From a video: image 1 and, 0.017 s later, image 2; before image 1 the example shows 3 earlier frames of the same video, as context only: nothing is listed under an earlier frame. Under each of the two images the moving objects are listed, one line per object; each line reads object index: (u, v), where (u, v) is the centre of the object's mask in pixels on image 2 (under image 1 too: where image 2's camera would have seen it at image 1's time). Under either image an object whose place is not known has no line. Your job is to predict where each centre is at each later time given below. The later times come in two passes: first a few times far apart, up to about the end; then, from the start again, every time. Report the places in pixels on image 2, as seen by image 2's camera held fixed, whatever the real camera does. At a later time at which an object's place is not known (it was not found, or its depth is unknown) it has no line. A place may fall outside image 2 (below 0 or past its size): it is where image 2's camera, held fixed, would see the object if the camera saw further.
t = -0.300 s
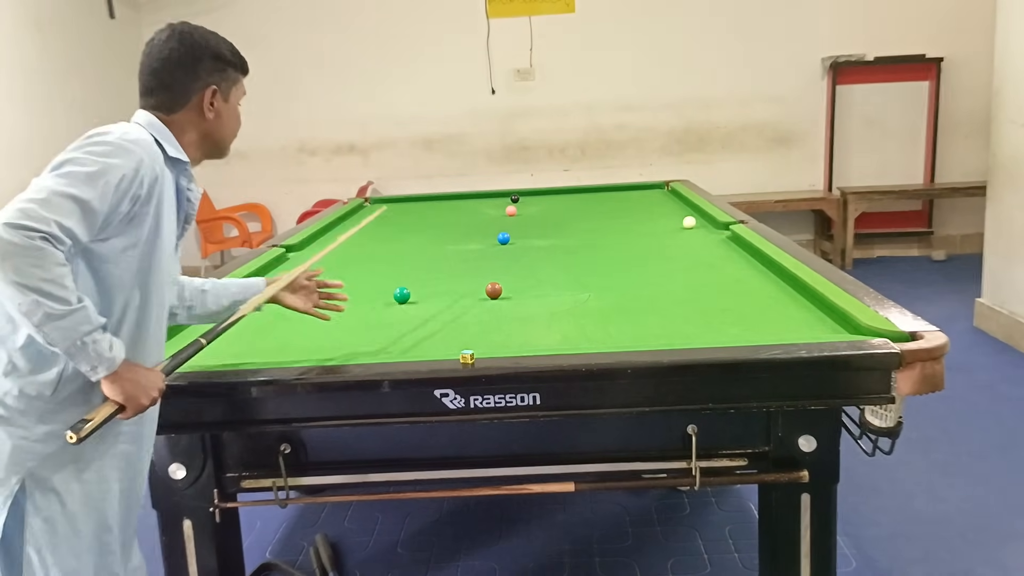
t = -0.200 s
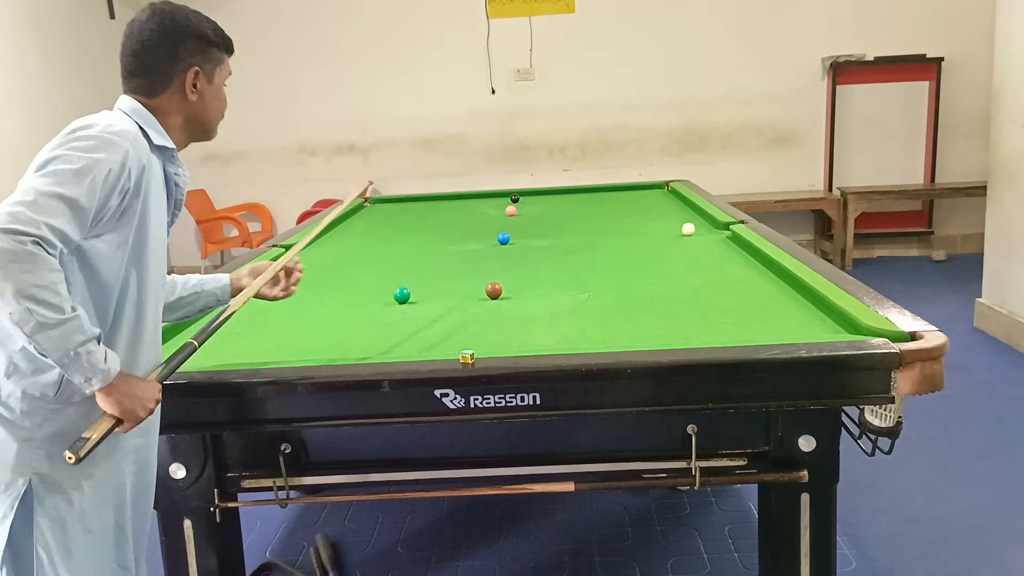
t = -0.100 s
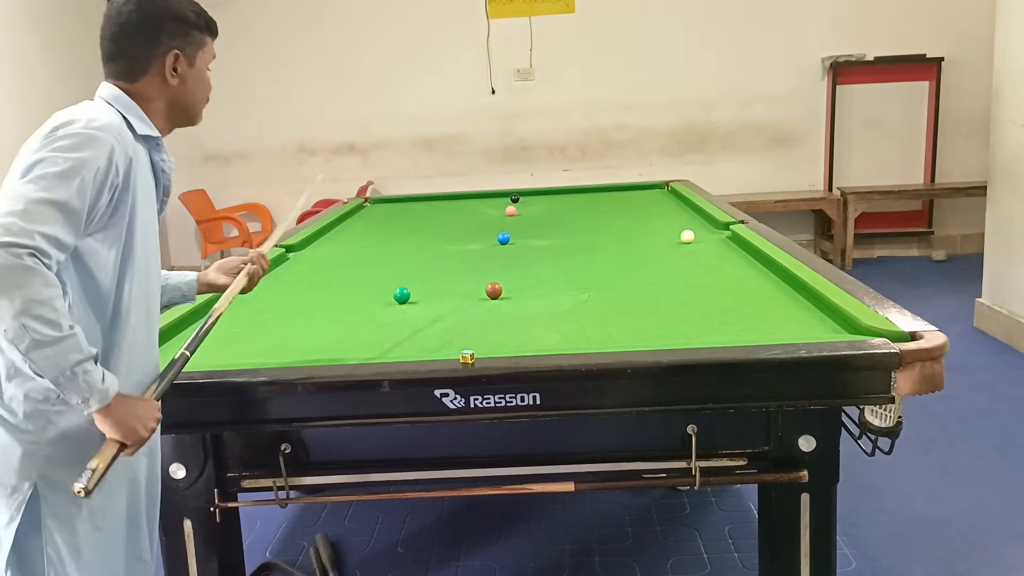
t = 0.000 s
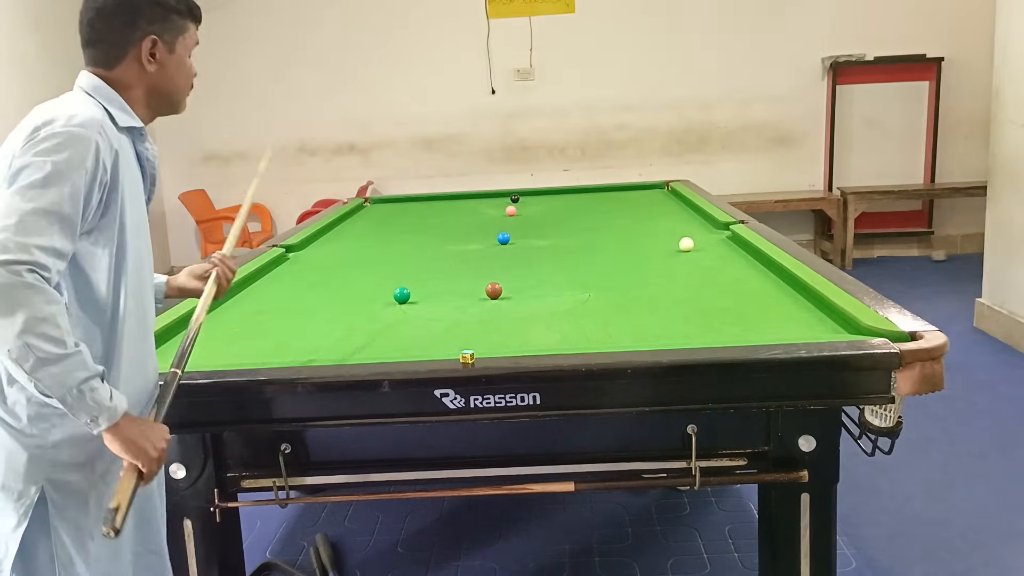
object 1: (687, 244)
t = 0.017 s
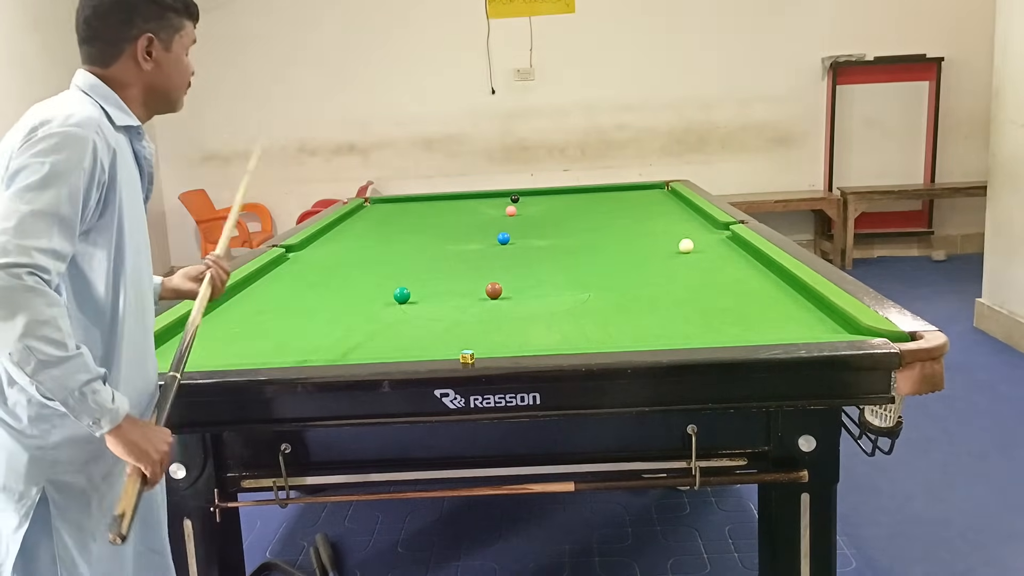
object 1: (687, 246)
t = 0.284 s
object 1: (683, 271)
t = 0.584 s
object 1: (678, 311)
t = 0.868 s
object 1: (647, 331)
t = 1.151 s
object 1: (587, 303)
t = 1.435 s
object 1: (541, 282)
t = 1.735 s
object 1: (504, 264)
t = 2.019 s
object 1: (476, 251)
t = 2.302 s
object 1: (452, 240)
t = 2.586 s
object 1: (433, 231)
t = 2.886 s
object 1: (415, 223)
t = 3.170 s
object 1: (401, 216)
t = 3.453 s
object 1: (389, 211)
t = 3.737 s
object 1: (379, 206)
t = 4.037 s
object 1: (369, 201)
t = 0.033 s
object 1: (686, 247)
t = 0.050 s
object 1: (686, 248)
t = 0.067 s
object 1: (686, 250)
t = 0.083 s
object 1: (686, 251)
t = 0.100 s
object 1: (686, 253)
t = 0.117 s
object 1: (686, 254)
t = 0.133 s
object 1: (685, 256)
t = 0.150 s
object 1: (685, 258)
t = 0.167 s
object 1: (685, 259)
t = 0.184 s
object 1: (685, 261)
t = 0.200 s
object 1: (684, 263)
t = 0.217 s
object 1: (684, 264)
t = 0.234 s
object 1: (684, 266)
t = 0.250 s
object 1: (684, 268)
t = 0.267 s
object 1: (683, 270)
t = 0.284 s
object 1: (683, 271)
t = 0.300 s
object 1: (683, 273)
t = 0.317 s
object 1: (683, 275)
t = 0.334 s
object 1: (682, 277)
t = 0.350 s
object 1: (682, 279)
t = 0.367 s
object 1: (682, 281)
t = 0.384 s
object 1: (682, 283)
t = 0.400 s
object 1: (681, 285)
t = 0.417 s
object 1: (681, 287)
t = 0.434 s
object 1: (681, 290)
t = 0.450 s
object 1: (681, 292)
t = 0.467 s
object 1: (680, 294)
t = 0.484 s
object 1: (680, 296)
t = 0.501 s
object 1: (680, 299)
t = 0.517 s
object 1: (679, 301)
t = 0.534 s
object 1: (679, 304)
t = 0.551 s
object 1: (679, 306)
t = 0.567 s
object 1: (678, 309)
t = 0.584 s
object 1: (678, 311)
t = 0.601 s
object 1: (678, 314)
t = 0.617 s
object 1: (677, 317)
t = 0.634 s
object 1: (677, 319)
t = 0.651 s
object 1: (677, 322)
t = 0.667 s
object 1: (676, 325)
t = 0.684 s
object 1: (676, 328)
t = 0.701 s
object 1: (676, 331)
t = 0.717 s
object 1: (675, 333)
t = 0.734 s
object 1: (675, 335)
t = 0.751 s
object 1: (674, 337)
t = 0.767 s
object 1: (674, 338)
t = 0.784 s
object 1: (670, 338)
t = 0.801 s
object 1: (665, 337)
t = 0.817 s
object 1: (660, 336)
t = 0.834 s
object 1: (656, 334)
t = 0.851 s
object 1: (651, 332)
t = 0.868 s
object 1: (647, 331)
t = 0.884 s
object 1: (643, 329)
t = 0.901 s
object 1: (638, 327)
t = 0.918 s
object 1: (635, 325)
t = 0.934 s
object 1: (631, 324)
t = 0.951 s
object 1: (627, 322)
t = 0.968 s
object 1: (623, 320)
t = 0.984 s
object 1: (620, 318)
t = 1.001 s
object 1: (616, 317)
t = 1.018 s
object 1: (613, 315)
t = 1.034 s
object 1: (609, 313)
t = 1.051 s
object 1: (606, 312)
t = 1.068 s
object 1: (602, 310)
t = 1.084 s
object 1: (599, 309)
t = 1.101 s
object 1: (596, 307)
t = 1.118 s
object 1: (593, 306)
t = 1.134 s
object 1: (590, 304)
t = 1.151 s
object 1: (587, 303)
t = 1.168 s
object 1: (584, 301)
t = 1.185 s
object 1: (581, 300)
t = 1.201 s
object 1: (578, 299)
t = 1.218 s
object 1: (575, 297)
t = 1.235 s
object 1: (572, 296)
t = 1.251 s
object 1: (569, 295)
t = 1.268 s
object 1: (566, 293)
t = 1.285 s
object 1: (564, 292)
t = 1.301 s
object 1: (561, 291)
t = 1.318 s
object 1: (559, 290)
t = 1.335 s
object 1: (556, 288)
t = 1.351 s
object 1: (554, 287)
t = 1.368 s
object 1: (551, 286)
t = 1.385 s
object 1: (549, 285)
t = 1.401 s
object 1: (546, 284)
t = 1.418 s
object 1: (544, 283)
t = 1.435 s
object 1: (541, 282)
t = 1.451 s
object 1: (539, 281)
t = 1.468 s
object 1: (537, 279)
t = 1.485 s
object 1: (535, 278)
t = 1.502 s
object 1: (532, 277)
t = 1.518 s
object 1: (530, 276)
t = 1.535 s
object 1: (528, 275)
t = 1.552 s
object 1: (526, 274)
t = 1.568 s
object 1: (524, 273)
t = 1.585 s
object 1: (522, 272)
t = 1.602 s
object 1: (519, 271)
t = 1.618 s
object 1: (517, 271)
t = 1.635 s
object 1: (515, 270)
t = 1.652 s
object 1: (513, 269)
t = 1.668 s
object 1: (511, 268)
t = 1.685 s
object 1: (509, 267)
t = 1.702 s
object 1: (508, 266)
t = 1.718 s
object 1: (506, 265)
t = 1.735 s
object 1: (504, 264)
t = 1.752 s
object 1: (502, 263)
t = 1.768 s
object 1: (500, 263)
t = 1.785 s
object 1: (499, 262)
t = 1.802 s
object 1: (497, 261)
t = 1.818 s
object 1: (495, 260)
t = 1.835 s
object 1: (493, 259)
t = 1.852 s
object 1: (491, 258)
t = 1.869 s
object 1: (490, 258)
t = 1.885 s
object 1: (488, 257)
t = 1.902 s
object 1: (486, 256)
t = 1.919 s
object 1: (485, 255)
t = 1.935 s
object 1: (483, 255)
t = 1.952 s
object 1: (482, 254)
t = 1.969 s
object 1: (480, 253)
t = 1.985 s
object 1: (478, 252)
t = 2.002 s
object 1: (477, 252)
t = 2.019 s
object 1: (476, 251)
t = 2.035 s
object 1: (474, 250)
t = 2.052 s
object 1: (472, 250)
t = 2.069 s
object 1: (471, 249)
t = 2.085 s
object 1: (470, 248)
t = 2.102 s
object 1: (468, 248)
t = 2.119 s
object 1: (467, 247)
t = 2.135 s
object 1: (466, 246)
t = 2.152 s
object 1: (464, 246)
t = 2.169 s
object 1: (463, 245)
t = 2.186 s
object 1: (461, 244)
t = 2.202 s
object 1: (460, 244)
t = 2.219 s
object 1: (459, 243)
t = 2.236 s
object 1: (457, 242)
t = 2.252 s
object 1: (456, 242)
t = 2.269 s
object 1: (455, 241)
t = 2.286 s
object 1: (454, 241)
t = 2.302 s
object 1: (452, 240)
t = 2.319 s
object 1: (451, 240)
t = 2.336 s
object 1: (450, 239)
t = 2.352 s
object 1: (449, 238)
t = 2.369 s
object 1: (447, 238)
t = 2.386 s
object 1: (446, 237)
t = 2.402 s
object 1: (445, 237)
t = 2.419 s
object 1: (444, 236)
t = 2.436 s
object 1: (443, 236)
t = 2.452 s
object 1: (442, 235)
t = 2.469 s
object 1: (441, 235)
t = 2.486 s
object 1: (440, 234)
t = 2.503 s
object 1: (438, 233)
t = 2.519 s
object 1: (437, 233)
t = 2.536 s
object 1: (436, 232)
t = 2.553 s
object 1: (435, 232)
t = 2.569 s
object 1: (434, 231)
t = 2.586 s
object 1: (433, 231)
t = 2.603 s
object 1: (432, 230)
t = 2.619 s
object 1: (431, 230)
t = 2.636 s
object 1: (430, 229)
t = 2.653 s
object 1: (429, 229)
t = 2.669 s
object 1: (428, 229)
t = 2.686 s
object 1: (427, 228)
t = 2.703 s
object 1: (426, 228)
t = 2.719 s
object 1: (425, 227)
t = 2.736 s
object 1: (424, 227)
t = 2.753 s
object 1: (423, 226)
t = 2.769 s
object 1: (422, 226)
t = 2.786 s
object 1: (421, 225)
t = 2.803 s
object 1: (420, 225)
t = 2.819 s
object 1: (419, 225)
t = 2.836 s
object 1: (418, 224)
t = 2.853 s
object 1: (417, 224)
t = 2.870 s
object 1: (416, 223)
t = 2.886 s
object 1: (415, 223)
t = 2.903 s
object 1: (415, 222)
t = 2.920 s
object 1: (414, 222)
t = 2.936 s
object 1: (413, 222)
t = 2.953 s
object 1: (412, 221)
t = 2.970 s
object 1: (411, 221)
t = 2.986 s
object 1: (410, 220)
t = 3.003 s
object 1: (410, 220)
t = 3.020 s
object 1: (409, 220)
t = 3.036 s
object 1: (408, 219)
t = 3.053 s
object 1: (407, 219)
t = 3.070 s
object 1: (406, 219)
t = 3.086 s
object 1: (405, 218)
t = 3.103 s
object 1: (405, 218)
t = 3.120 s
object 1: (404, 217)
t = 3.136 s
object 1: (403, 217)
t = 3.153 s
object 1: (402, 217)
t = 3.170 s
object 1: (401, 216)
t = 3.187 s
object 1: (401, 216)
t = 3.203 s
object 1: (400, 216)
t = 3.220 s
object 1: (399, 215)
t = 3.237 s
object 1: (398, 215)
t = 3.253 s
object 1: (398, 215)
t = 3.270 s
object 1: (397, 214)
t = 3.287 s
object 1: (396, 214)
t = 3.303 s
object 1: (396, 213)
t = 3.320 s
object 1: (395, 213)
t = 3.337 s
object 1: (394, 213)
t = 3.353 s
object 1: (393, 213)
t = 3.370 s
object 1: (393, 212)
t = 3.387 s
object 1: (392, 212)
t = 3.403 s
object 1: (391, 212)
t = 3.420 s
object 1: (391, 211)
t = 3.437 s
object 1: (390, 211)
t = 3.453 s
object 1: (389, 211)
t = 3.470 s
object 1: (389, 210)
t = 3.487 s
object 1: (388, 210)
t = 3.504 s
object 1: (388, 210)
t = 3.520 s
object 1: (387, 209)
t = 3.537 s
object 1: (386, 209)
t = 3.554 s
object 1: (386, 209)
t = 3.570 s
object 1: (385, 209)
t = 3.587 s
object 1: (384, 208)
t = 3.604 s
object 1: (384, 208)
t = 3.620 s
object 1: (383, 208)
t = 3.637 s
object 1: (383, 207)
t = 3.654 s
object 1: (382, 207)
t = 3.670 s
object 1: (381, 207)
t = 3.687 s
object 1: (381, 206)
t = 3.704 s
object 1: (380, 206)
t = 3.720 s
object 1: (380, 206)
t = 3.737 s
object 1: (379, 206)
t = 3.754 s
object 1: (379, 205)
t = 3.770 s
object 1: (378, 205)
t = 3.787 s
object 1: (377, 205)
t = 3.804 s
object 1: (377, 205)
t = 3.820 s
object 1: (376, 204)
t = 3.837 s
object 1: (376, 204)
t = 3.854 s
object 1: (375, 204)
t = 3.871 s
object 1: (374, 203)
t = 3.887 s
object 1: (374, 203)
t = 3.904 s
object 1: (373, 203)
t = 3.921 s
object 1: (373, 203)
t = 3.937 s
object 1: (372, 202)
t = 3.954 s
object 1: (372, 202)
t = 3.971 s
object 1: (371, 202)
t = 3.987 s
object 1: (371, 202)
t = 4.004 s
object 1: (370, 202)
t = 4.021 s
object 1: (370, 201)
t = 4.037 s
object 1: (369, 201)
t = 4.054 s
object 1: (369, 201)
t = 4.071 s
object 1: (368, 201)
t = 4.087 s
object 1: (368, 200)
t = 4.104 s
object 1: (368, 200)
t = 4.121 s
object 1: (367, 201)
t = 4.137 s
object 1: (367, 201)
